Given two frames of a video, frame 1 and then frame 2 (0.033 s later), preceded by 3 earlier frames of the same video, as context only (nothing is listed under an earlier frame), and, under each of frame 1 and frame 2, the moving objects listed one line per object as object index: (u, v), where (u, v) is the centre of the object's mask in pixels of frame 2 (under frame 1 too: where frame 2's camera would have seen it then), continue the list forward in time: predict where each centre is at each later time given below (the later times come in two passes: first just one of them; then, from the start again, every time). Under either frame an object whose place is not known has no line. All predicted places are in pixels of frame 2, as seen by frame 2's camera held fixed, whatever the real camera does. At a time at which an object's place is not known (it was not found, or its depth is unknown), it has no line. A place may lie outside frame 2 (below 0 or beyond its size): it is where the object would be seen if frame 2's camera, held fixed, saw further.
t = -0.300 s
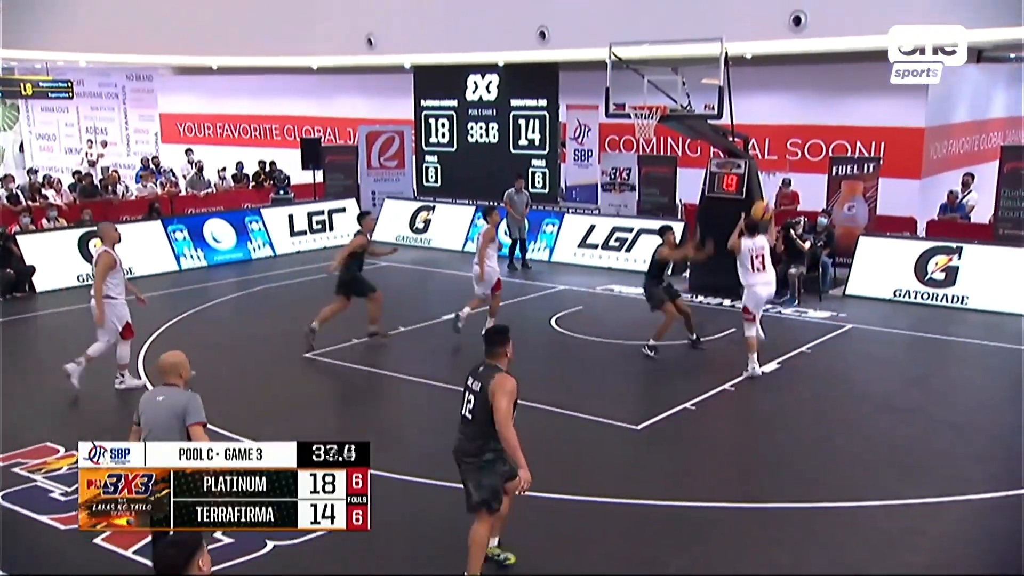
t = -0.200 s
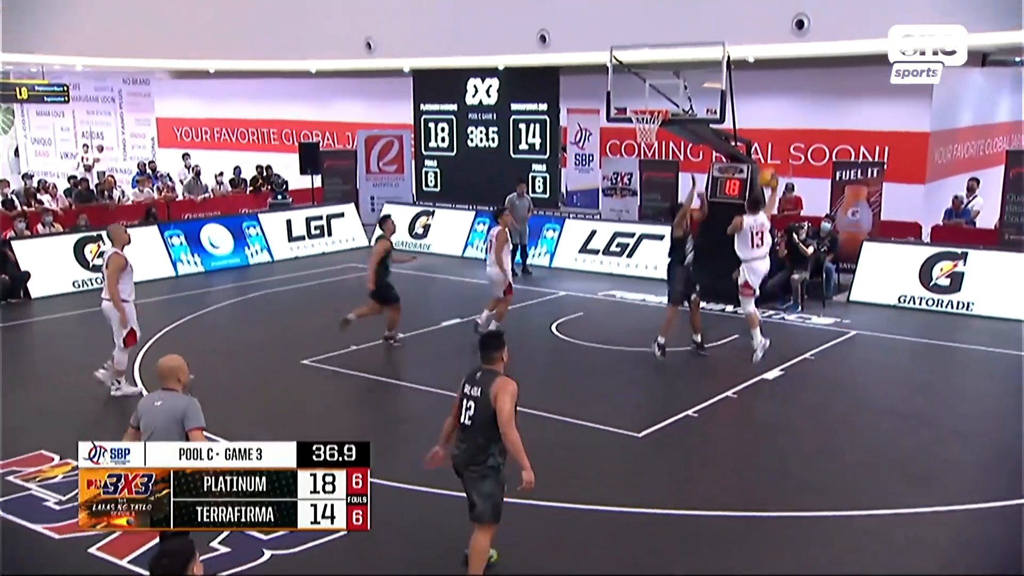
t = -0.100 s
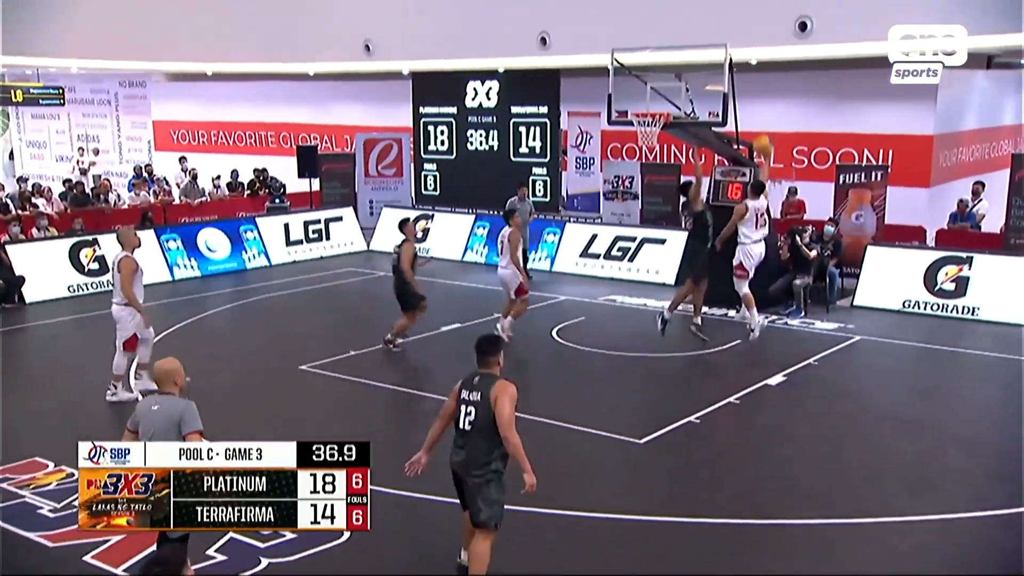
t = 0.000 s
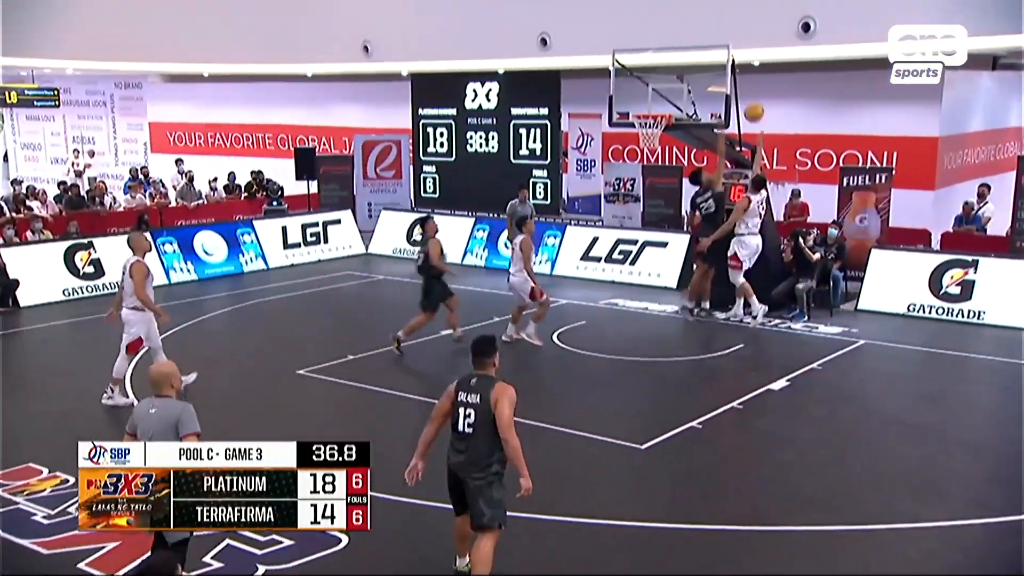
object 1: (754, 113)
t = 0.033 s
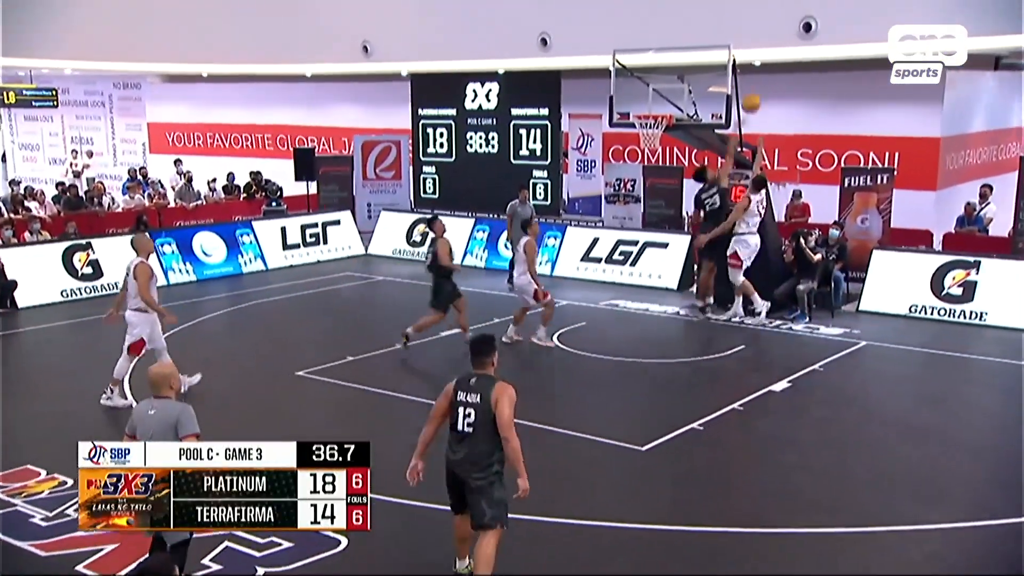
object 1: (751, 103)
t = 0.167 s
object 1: (737, 75)
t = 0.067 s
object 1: (748, 94)
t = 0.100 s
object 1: (744, 86)
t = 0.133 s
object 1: (740, 80)
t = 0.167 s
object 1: (737, 75)
